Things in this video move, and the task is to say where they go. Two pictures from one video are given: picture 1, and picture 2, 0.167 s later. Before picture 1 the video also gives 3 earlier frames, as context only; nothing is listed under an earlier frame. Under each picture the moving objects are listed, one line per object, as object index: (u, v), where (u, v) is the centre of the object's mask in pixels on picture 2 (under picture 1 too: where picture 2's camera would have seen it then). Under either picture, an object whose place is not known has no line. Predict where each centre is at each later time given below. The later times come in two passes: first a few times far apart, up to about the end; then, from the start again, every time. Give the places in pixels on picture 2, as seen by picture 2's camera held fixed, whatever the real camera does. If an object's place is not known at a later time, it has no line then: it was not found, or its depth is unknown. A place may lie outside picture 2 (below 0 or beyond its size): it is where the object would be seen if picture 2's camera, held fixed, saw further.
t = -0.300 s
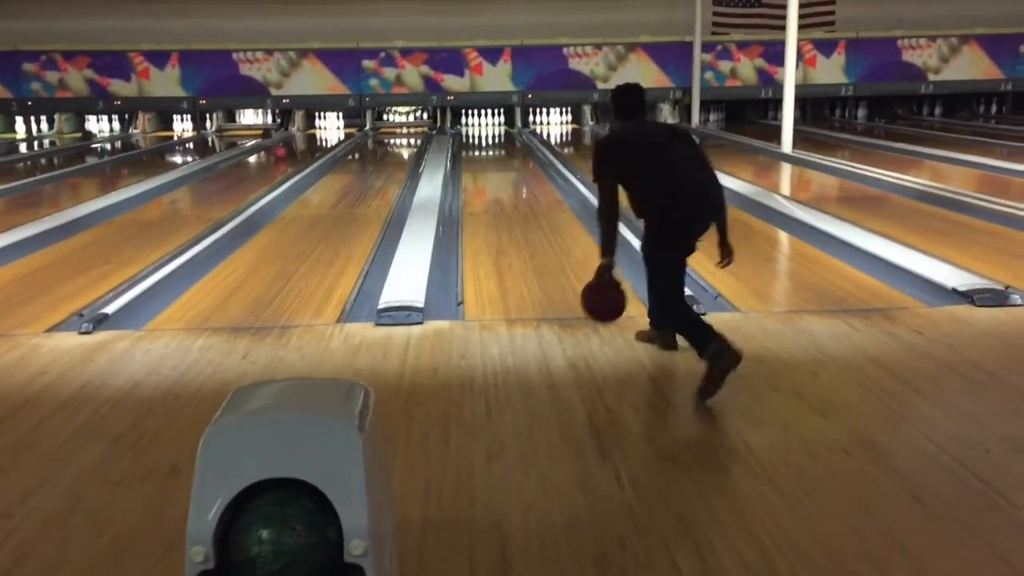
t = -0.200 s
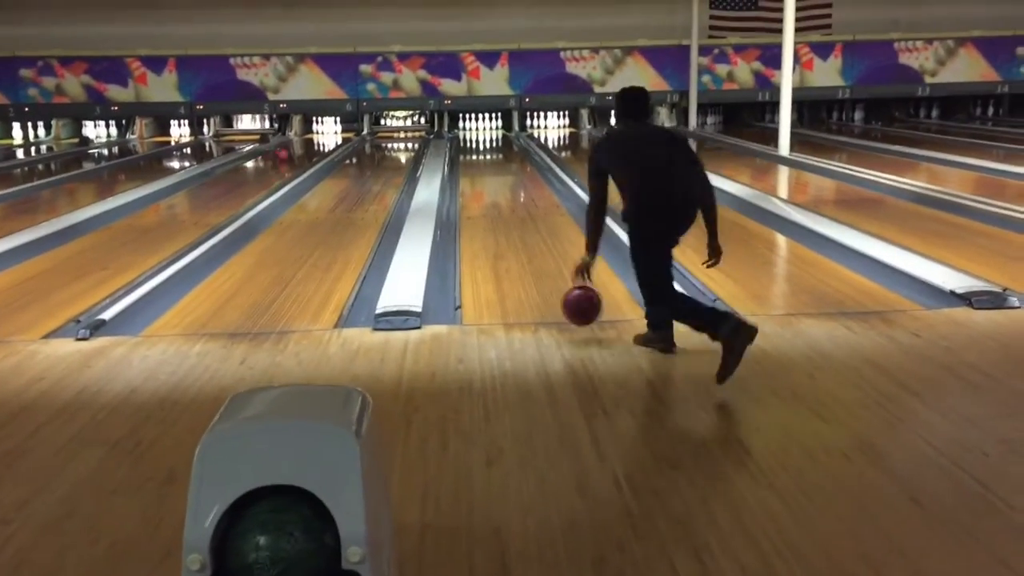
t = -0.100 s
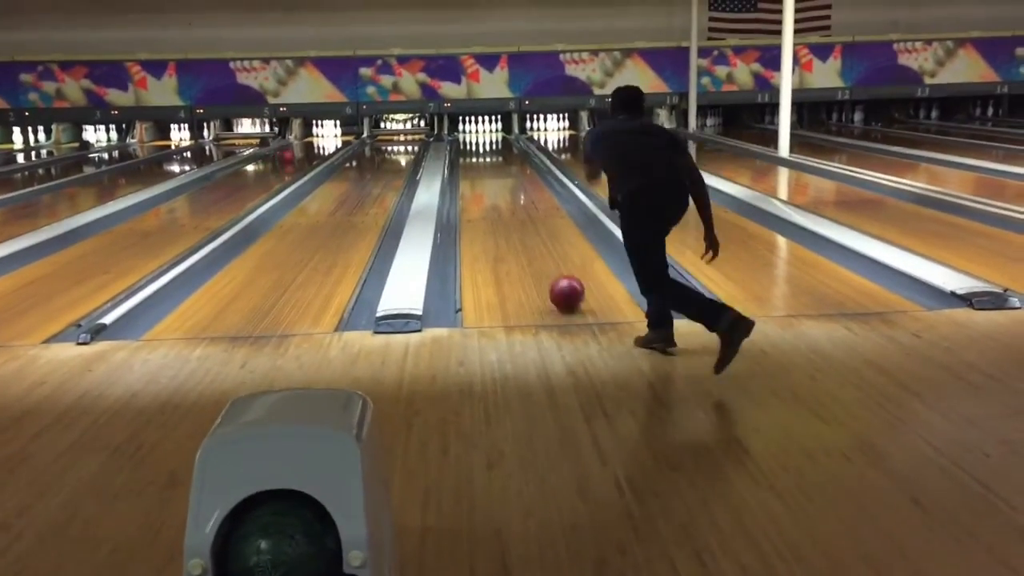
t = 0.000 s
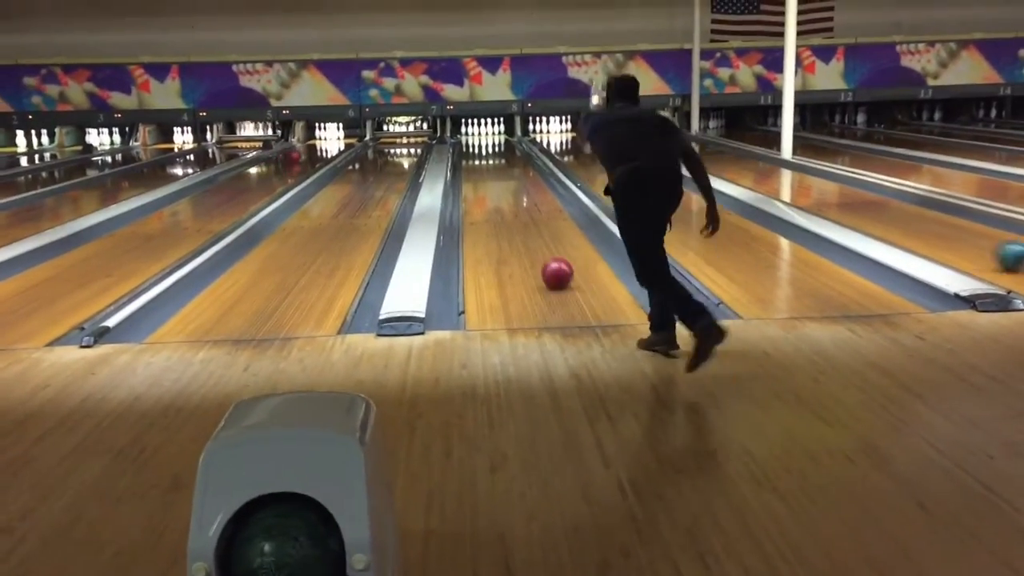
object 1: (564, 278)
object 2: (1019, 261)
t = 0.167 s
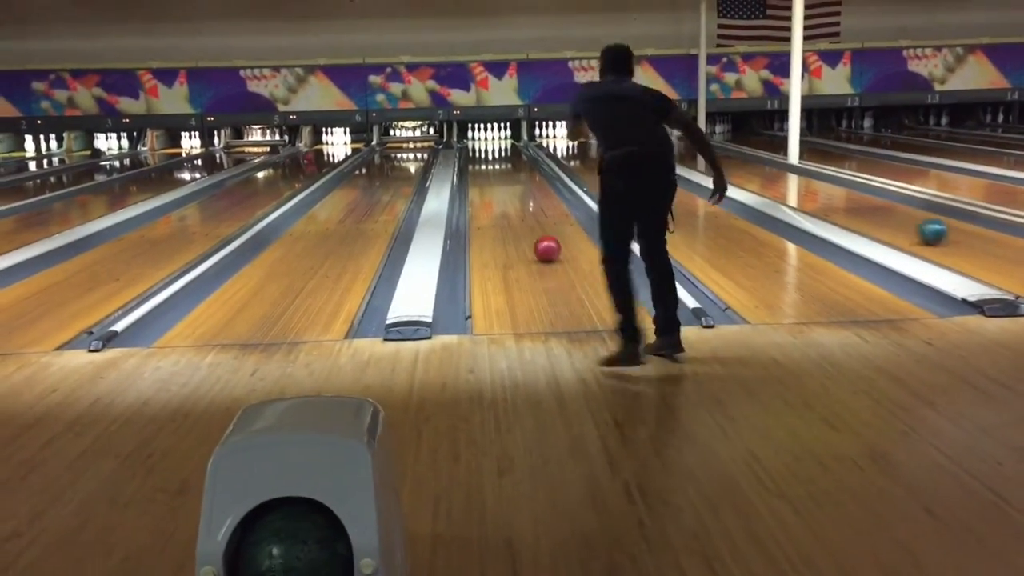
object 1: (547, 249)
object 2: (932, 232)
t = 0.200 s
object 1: (545, 245)
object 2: (918, 227)
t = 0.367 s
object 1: (533, 224)
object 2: (857, 208)
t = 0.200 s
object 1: (545, 245)
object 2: (918, 227)
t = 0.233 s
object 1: (542, 240)
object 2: (905, 223)
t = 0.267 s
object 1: (539, 236)
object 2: (891, 219)
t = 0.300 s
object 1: (537, 232)
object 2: (879, 215)
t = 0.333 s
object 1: (535, 227)
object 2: (868, 211)
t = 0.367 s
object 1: (533, 224)
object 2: (857, 208)
